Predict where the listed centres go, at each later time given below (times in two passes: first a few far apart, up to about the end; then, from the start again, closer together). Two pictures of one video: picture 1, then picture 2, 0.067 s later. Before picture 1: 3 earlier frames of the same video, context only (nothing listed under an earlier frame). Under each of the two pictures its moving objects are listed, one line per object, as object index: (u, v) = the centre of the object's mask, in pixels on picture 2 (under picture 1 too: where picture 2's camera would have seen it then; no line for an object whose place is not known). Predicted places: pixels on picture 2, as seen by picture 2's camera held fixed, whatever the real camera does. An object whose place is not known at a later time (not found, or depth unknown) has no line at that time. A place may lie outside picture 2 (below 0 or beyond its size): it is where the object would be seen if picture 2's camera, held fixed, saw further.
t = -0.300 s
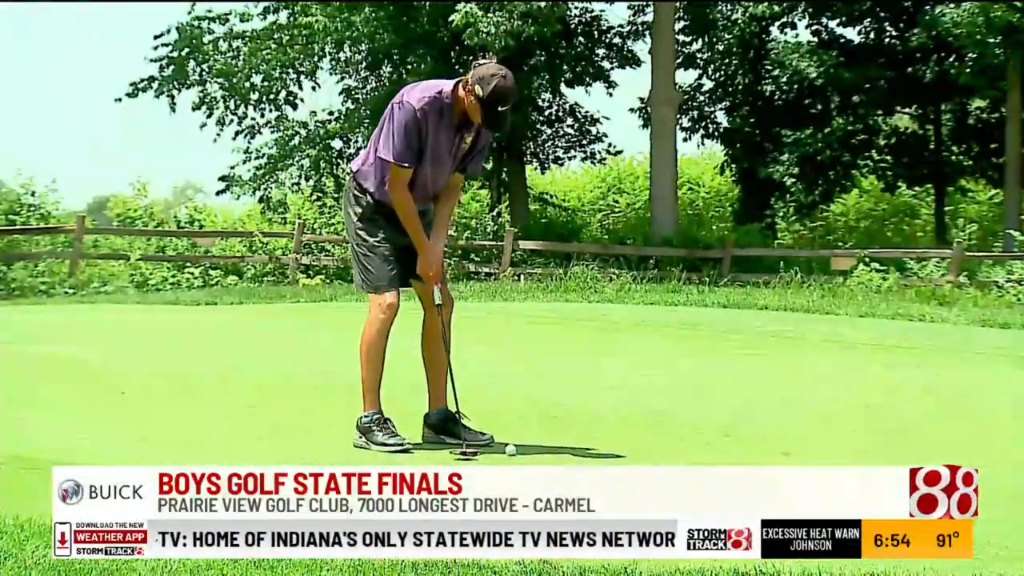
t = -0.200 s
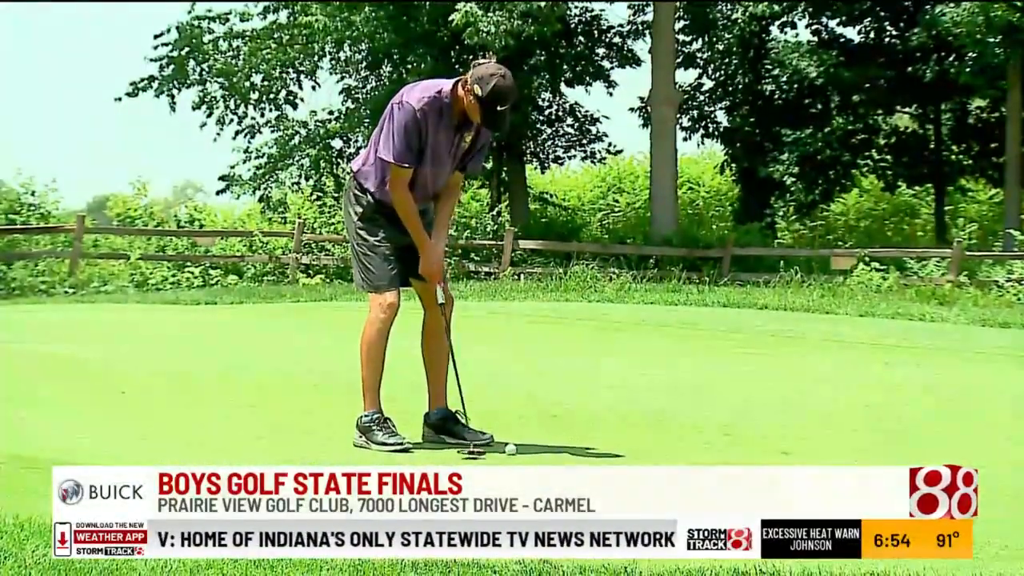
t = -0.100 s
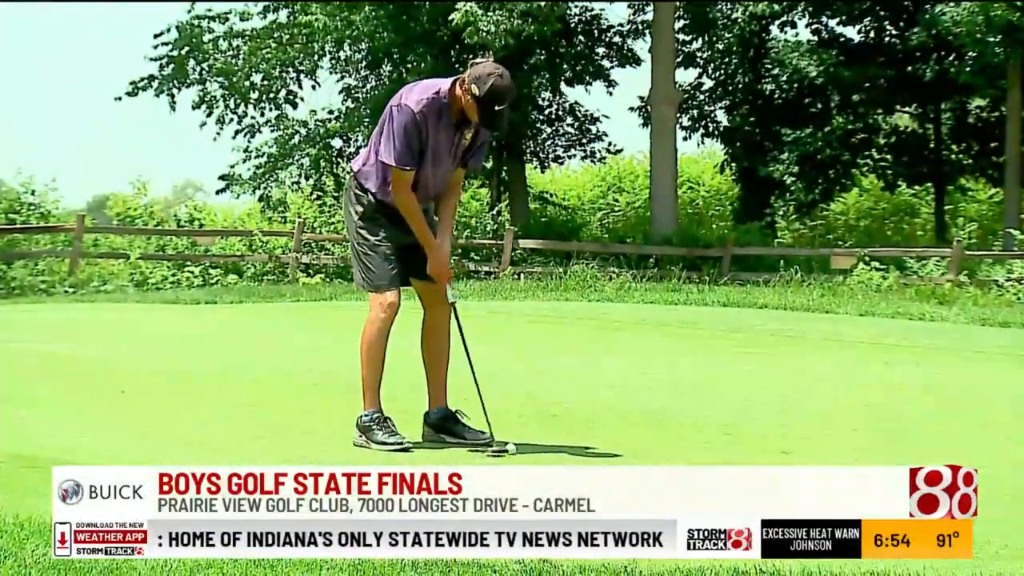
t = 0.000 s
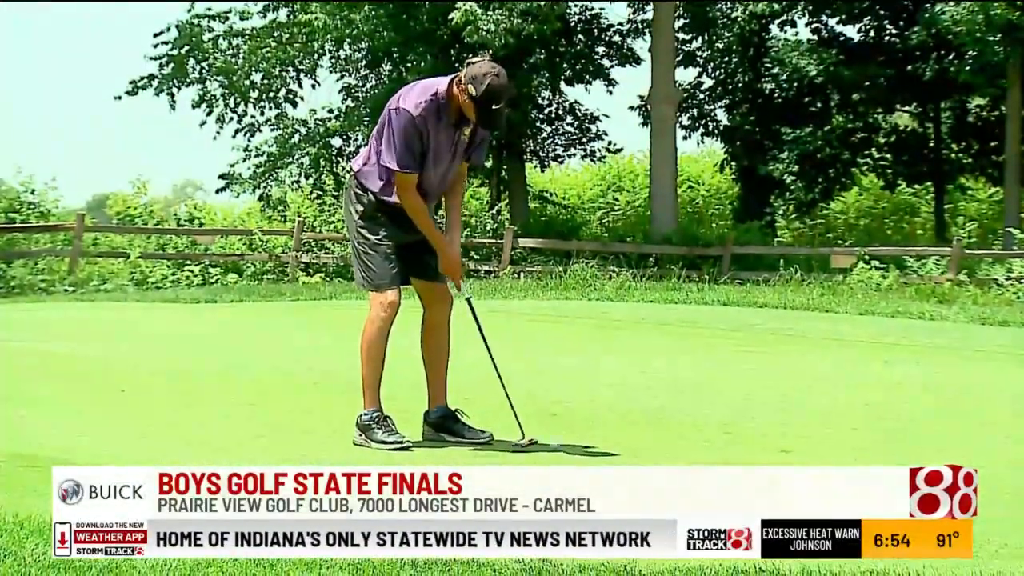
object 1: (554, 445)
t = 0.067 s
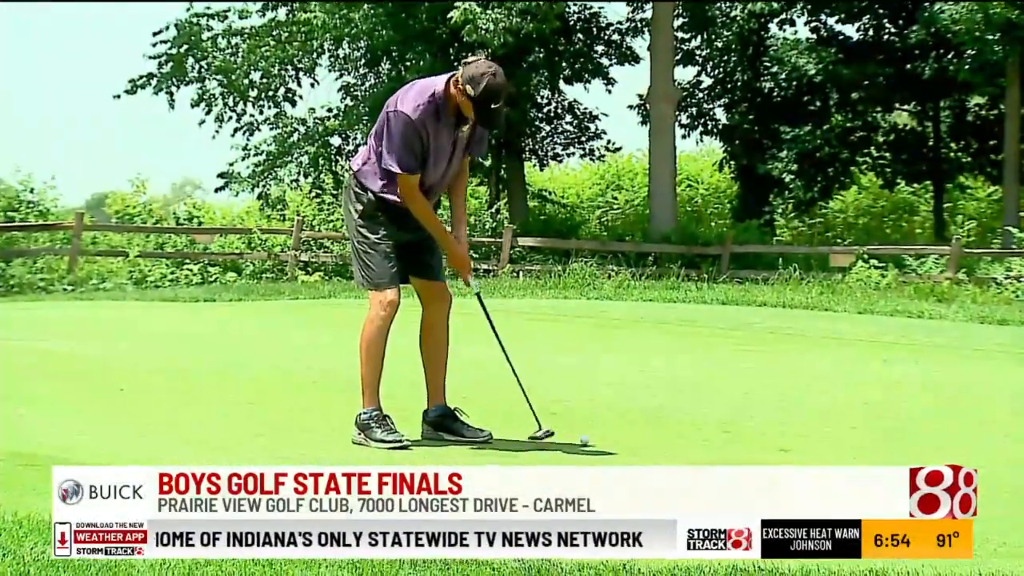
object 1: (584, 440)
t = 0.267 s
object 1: (659, 436)
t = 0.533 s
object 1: (748, 430)
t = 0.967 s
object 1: (859, 420)
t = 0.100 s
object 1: (597, 440)
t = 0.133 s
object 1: (611, 438)
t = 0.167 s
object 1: (623, 437)
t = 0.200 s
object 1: (635, 435)
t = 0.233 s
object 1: (646, 437)
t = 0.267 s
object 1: (659, 436)
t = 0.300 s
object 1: (670, 436)
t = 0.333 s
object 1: (682, 434)
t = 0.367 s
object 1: (693, 433)
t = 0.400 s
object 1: (705, 433)
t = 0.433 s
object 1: (716, 432)
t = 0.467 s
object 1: (727, 431)
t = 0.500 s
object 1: (737, 431)
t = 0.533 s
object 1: (748, 430)
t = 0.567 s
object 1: (758, 428)
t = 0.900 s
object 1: (847, 421)
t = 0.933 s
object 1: (853, 420)
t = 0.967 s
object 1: (859, 420)
